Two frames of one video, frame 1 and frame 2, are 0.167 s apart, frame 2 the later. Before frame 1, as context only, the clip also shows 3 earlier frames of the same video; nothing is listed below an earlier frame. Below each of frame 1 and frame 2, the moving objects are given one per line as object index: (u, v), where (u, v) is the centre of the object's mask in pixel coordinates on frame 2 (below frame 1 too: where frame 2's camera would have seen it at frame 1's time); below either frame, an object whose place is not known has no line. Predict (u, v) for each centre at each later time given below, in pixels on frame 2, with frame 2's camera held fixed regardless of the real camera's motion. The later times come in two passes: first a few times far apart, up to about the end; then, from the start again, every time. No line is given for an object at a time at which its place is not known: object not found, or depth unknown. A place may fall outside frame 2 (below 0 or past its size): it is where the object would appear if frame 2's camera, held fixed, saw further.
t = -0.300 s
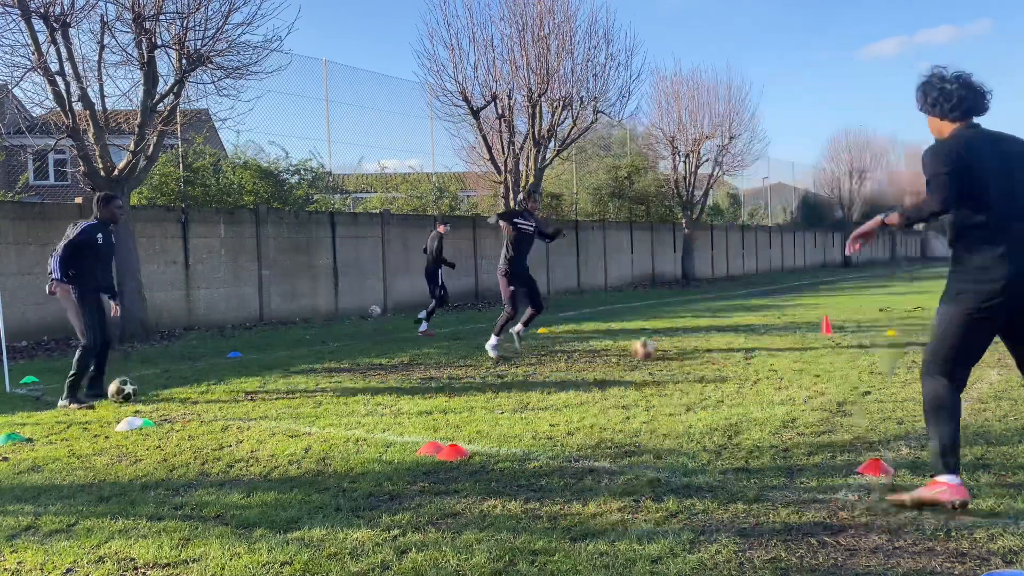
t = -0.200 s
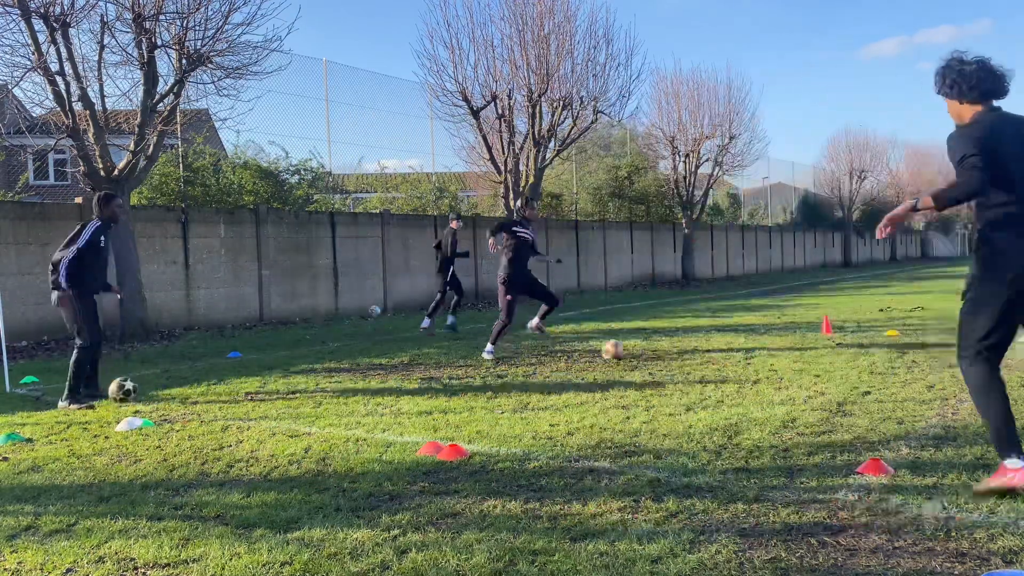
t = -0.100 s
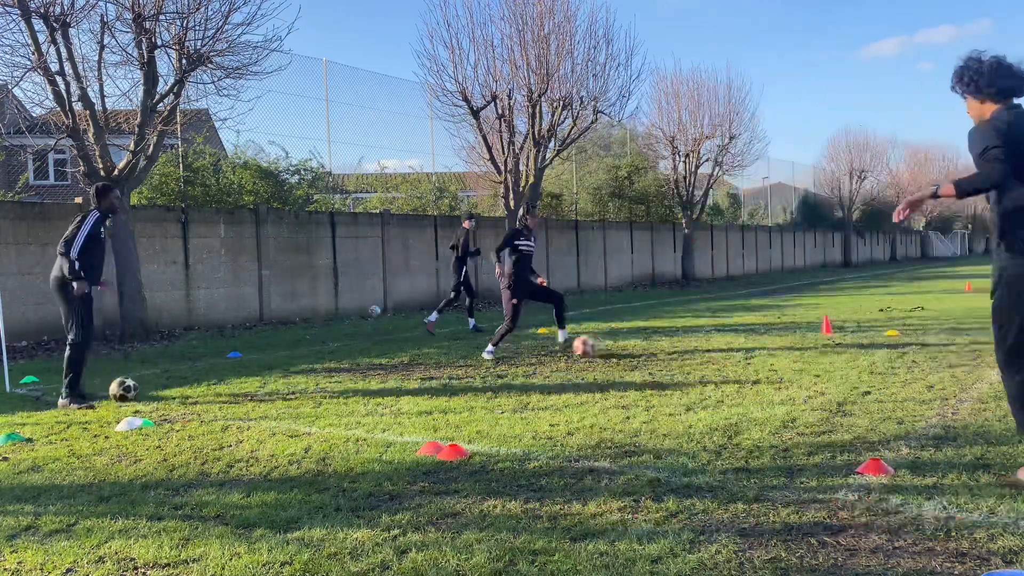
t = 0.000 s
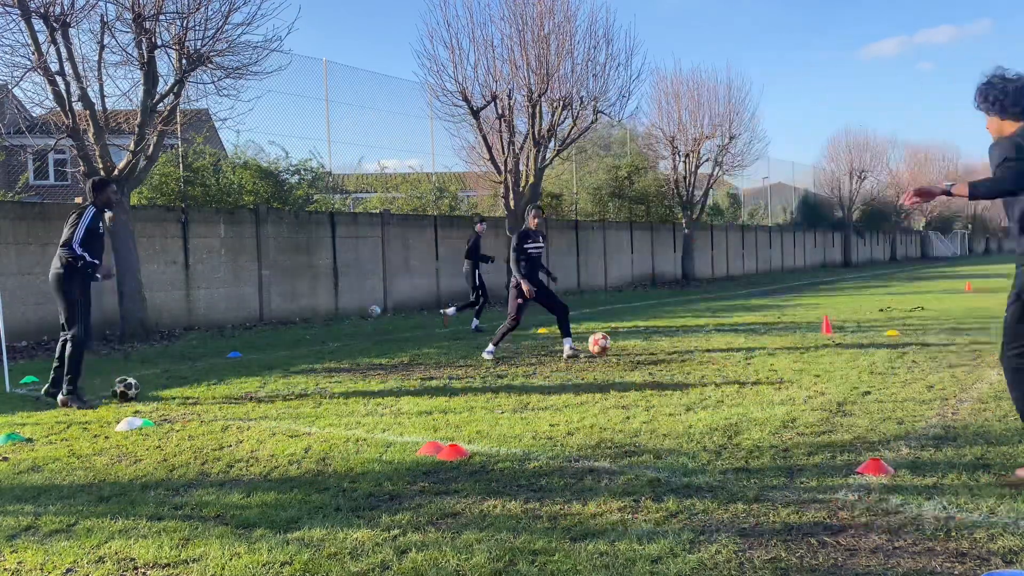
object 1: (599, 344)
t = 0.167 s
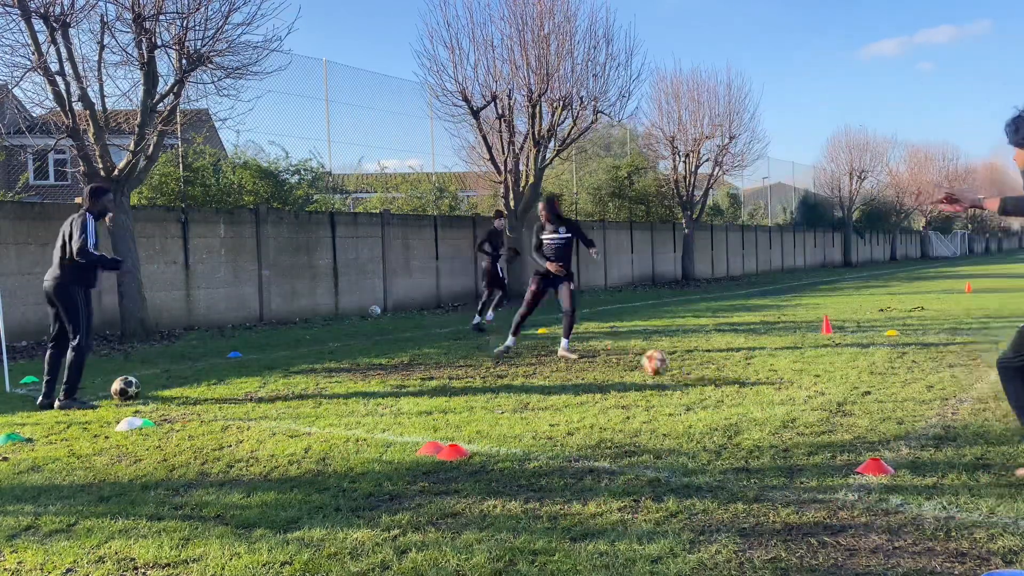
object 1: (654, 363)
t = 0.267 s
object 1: (695, 379)
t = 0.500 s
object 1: (790, 403)
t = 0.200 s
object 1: (670, 372)
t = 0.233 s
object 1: (683, 378)
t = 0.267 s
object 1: (695, 379)
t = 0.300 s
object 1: (707, 381)
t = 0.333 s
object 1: (721, 385)
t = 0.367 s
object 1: (735, 390)
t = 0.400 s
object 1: (751, 396)
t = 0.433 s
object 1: (764, 399)
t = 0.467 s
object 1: (777, 400)
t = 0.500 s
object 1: (790, 403)
